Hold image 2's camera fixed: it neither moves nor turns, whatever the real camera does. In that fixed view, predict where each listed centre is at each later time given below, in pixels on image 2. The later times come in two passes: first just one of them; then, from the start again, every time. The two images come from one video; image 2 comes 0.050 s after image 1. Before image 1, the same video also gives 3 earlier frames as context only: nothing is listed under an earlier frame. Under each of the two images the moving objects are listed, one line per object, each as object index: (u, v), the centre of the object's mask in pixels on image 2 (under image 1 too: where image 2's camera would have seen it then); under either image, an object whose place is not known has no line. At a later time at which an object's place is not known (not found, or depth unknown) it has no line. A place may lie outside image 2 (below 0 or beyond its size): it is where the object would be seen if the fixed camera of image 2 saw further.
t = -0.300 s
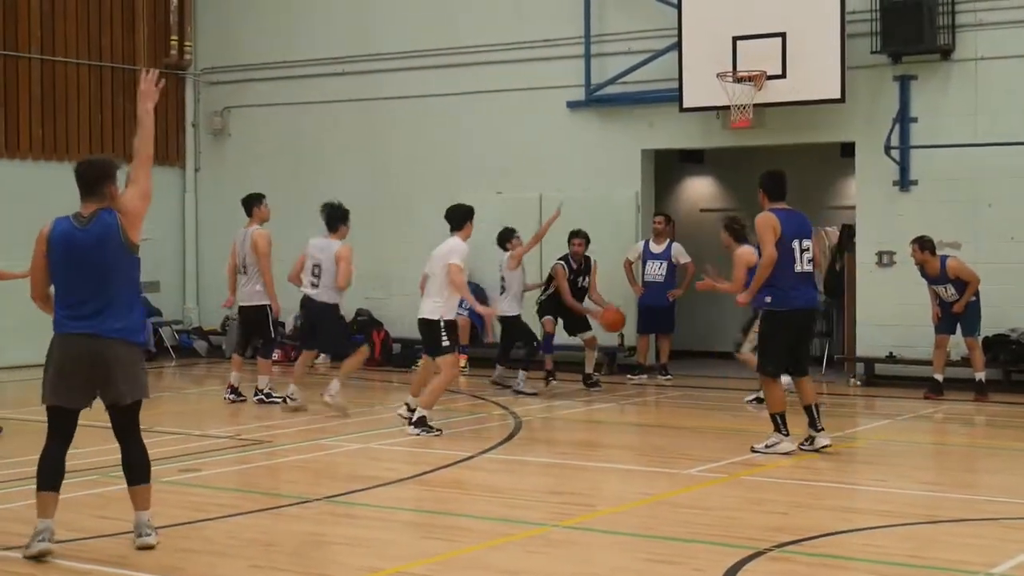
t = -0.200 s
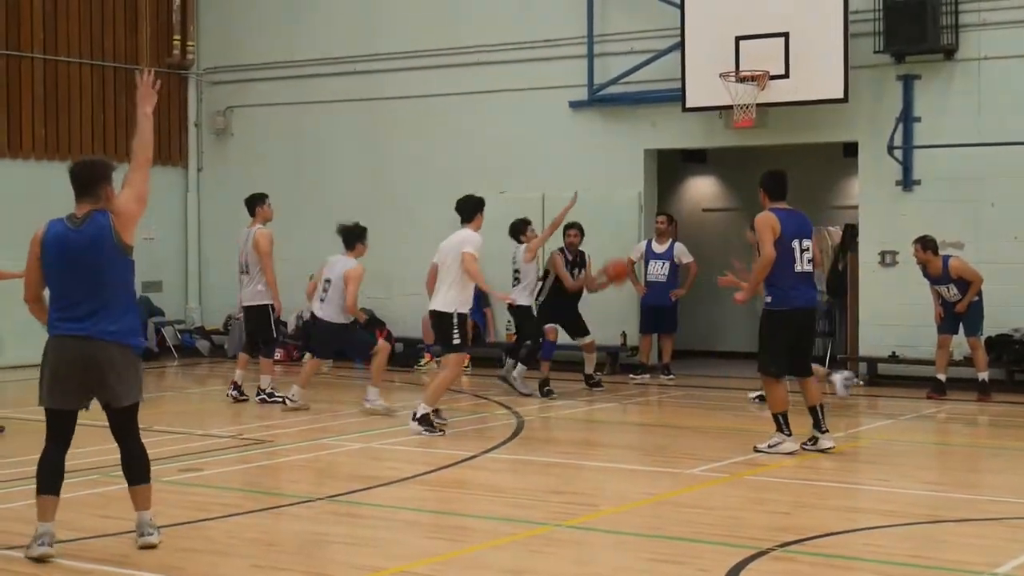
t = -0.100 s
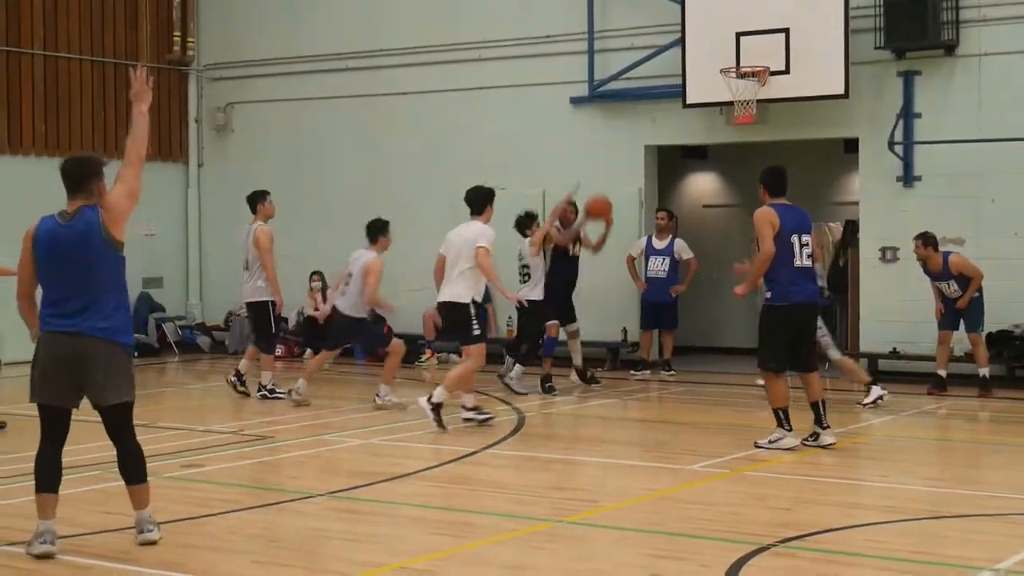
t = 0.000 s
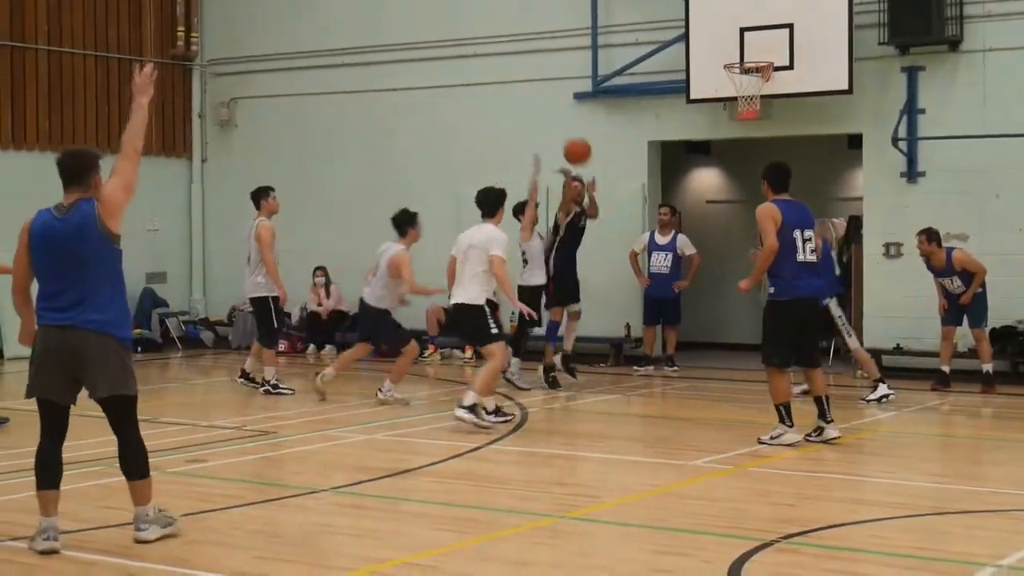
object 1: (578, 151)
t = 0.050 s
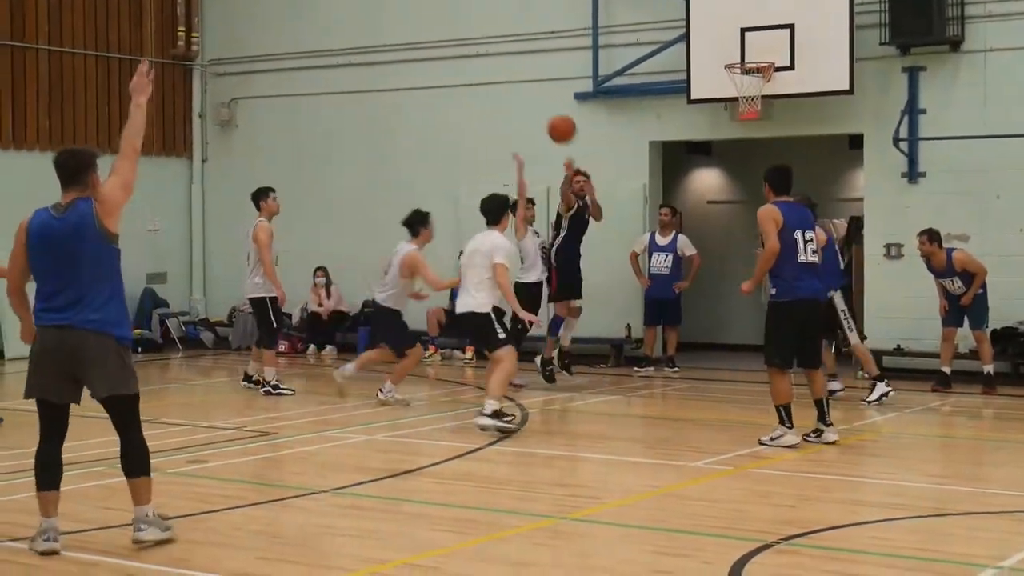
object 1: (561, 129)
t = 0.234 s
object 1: (495, 63)
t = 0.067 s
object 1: (556, 122)
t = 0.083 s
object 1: (551, 115)
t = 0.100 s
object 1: (545, 108)
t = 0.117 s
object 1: (539, 101)
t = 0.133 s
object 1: (533, 95)
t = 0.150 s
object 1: (527, 89)
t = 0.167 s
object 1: (521, 83)
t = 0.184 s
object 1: (515, 78)
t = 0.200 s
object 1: (509, 73)
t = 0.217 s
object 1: (502, 68)
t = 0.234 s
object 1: (495, 63)
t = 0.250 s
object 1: (489, 58)
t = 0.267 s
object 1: (482, 54)
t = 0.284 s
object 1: (475, 50)
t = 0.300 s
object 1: (468, 46)
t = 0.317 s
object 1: (461, 42)
